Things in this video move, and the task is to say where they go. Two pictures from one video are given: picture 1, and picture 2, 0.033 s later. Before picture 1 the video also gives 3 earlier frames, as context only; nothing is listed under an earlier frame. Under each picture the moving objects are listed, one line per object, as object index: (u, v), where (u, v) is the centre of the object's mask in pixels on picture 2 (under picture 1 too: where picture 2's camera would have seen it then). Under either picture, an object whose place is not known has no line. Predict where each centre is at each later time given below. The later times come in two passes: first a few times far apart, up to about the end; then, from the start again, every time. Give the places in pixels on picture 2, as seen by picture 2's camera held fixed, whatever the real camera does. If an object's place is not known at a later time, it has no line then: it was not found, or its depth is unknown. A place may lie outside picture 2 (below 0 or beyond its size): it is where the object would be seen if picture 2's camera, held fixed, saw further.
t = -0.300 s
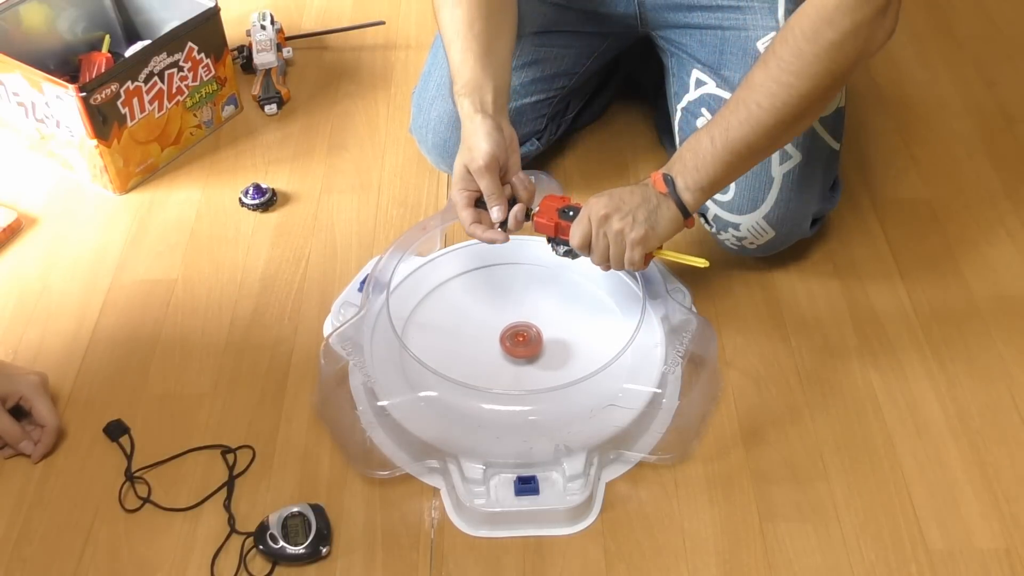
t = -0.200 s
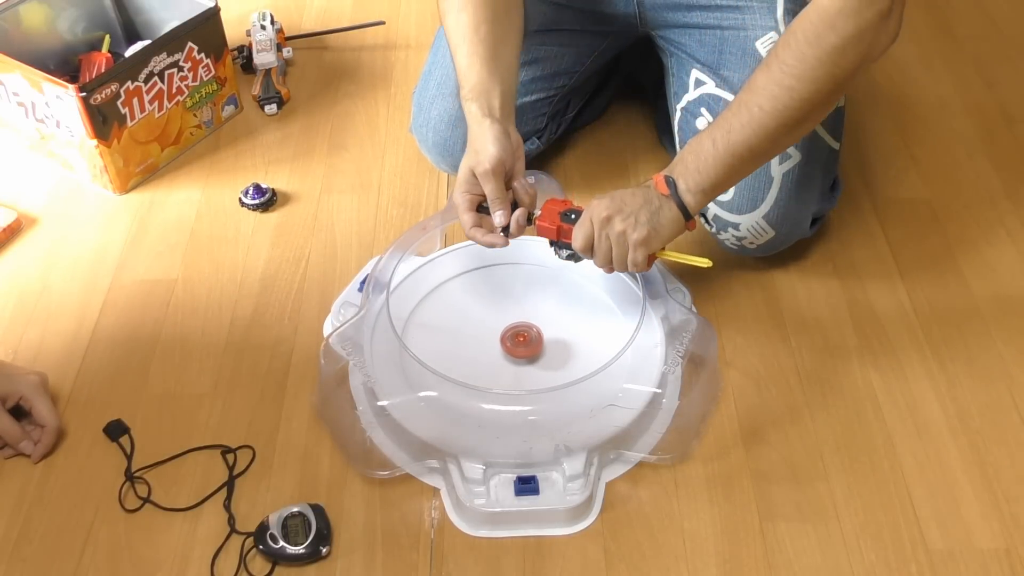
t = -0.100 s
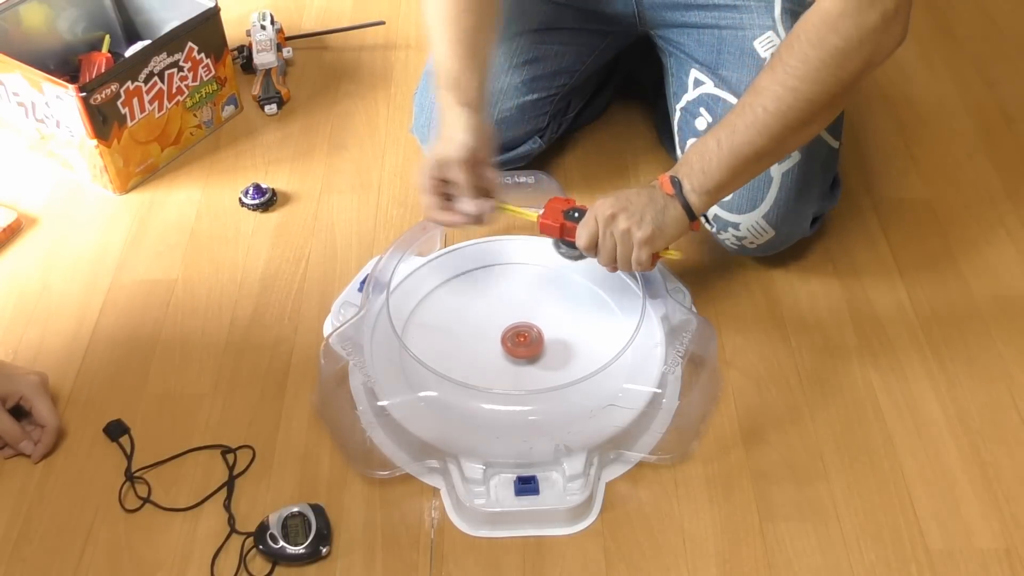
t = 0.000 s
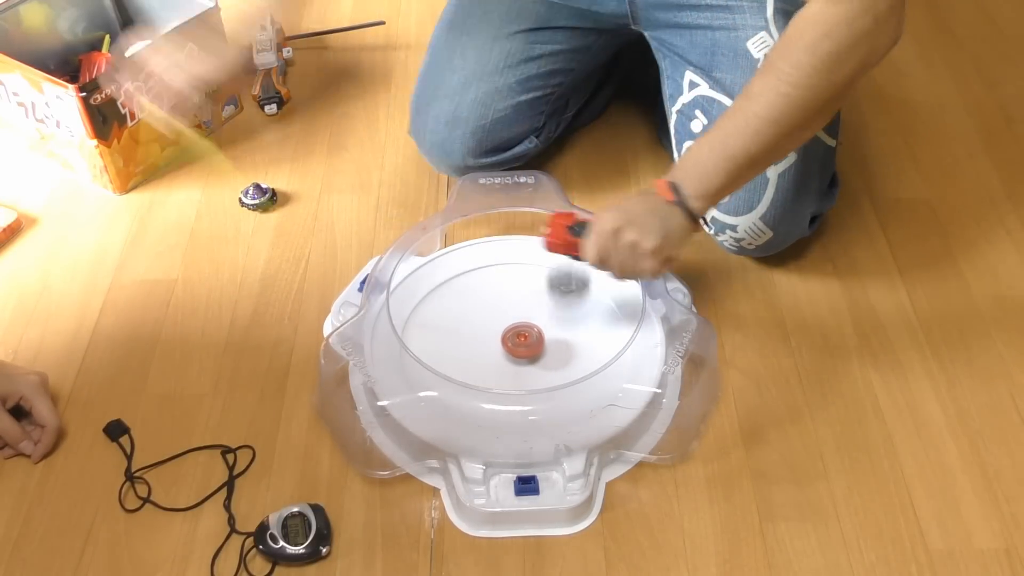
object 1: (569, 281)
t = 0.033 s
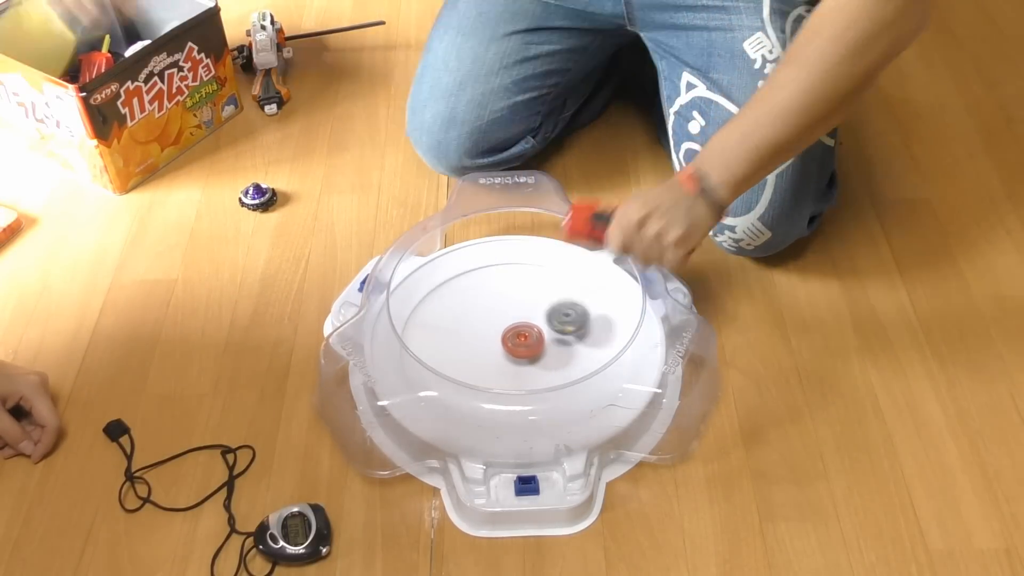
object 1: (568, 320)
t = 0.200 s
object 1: (525, 382)
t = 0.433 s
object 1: (536, 409)
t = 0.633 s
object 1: (597, 351)
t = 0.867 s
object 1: (508, 265)
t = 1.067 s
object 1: (409, 321)
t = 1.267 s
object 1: (489, 417)
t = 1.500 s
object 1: (624, 344)
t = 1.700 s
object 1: (545, 255)
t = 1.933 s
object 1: (410, 324)
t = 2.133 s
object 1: (485, 411)
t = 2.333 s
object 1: (612, 360)
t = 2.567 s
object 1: (551, 259)
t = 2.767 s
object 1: (429, 290)
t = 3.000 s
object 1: (463, 391)
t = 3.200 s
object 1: (592, 386)
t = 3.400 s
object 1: (614, 297)
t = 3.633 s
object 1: (497, 264)
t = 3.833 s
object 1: (434, 334)
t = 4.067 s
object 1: (509, 412)
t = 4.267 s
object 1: (609, 379)
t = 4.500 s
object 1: (592, 290)
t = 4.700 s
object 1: (489, 281)
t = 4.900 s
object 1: (421, 336)
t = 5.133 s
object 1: (473, 415)
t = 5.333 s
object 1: (579, 397)
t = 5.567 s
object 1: (589, 305)
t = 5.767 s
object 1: (507, 265)
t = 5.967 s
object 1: (422, 293)
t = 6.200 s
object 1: (439, 377)
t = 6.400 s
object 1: (537, 398)
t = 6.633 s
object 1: (609, 330)
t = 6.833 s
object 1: (573, 269)
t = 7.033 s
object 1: (487, 270)
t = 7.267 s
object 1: (440, 341)
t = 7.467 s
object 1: (490, 398)
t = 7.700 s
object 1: (591, 389)
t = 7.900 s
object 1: (608, 325)
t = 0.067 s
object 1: (557, 318)
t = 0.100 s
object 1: (546, 325)
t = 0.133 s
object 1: (539, 344)
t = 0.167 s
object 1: (530, 362)
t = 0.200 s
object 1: (525, 382)
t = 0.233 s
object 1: (523, 387)
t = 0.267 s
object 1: (519, 397)
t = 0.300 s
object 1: (518, 403)
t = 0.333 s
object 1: (518, 407)
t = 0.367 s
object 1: (522, 410)
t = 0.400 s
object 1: (528, 410)
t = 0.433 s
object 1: (536, 409)
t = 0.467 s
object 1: (546, 407)
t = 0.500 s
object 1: (558, 401)
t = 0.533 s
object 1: (572, 394)
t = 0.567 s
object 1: (583, 383)
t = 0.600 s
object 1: (592, 369)
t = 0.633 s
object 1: (597, 351)
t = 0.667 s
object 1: (596, 335)
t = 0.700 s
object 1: (590, 320)
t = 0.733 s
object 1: (579, 304)
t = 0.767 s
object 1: (565, 291)
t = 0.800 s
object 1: (548, 280)
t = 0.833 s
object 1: (529, 272)
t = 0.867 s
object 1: (508, 265)
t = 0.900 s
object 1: (486, 263)
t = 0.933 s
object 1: (464, 264)
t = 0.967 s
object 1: (445, 274)
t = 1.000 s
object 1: (429, 286)
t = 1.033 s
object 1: (414, 303)
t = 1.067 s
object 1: (409, 321)
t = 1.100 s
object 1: (405, 340)
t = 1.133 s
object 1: (410, 362)
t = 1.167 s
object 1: (422, 381)
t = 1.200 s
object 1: (439, 397)
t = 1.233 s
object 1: (463, 410)
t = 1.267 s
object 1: (489, 417)
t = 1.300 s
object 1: (516, 419)
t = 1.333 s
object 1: (543, 417)
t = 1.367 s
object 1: (570, 410)
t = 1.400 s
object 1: (591, 396)
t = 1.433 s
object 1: (606, 381)
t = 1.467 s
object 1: (617, 363)
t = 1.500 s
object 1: (624, 344)
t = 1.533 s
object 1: (623, 325)
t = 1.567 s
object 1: (619, 306)
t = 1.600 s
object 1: (607, 288)
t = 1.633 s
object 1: (592, 273)
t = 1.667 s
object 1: (571, 264)
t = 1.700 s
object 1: (545, 255)
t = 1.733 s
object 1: (519, 253)
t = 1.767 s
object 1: (493, 255)
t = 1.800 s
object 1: (468, 264)
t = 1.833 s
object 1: (445, 273)
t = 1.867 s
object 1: (427, 288)
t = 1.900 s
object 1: (414, 307)
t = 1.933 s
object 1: (410, 324)
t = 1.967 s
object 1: (406, 343)
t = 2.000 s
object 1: (411, 362)
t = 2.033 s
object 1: (423, 379)
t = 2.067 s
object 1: (439, 393)
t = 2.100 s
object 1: (461, 405)
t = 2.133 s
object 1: (485, 411)
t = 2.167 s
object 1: (511, 413)
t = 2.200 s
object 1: (536, 410)
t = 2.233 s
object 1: (561, 402)
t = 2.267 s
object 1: (582, 391)
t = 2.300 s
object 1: (598, 377)
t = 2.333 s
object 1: (612, 360)
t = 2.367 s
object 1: (620, 340)
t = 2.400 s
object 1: (622, 322)
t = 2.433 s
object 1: (621, 303)
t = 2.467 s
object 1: (607, 289)
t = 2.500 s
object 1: (591, 276)
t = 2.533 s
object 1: (573, 265)
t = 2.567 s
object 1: (551, 259)
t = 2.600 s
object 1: (529, 254)
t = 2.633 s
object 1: (506, 256)
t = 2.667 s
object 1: (483, 258)
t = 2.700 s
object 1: (462, 266)
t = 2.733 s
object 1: (443, 276)
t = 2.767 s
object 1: (429, 290)
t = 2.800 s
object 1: (420, 305)
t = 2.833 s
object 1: (415, 320)
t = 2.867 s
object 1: (415, 335)
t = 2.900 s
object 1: (420, 352)
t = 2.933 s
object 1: (430, 367)
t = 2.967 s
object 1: (444, 379)
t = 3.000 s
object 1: (463, 391)
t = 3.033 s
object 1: (484, 399)
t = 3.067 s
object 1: (508, 403)
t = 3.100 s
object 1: (530, 404)
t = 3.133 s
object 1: (552, 402)
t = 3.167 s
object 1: (574, 396)
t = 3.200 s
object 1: (592, 386)
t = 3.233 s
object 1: (608, 373)
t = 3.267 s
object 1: (621, 360)
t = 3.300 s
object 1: (629, 343)
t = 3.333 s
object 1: (625, 328)
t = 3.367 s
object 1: (621, 312)
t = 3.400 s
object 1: (614, 297)
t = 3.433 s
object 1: (602, 286)
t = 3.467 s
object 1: (588, 275)
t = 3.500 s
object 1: (572, 266)
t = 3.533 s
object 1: (555, 261)
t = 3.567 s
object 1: (535, 258)
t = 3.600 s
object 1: (516, 259)
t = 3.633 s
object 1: (497, 264)
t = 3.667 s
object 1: (480, 271)
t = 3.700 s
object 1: (464, 281)
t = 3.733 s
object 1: (451, 293)
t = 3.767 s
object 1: (442, 306)
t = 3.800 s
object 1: (436, 319)
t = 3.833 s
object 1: (434, 334)
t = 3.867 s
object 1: (436, 347)
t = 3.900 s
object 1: (440, 361)
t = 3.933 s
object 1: (448, 374)
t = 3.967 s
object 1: (460, 387)
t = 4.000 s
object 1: (474, 398)
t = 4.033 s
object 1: (490, 406)
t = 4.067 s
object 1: (509, 412)
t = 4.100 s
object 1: (527, 415)
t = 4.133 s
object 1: (547, 414)
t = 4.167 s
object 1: (568, 410)
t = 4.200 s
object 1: (586, 403)
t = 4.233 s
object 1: (598, 392)
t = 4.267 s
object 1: (609, 379)
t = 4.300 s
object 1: (618, 365)
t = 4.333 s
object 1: (624, 351)
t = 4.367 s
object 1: (625, 336)
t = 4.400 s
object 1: (620, 322)
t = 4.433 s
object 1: (615, 310)
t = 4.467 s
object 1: (604, 299)
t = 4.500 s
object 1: (592, 290)
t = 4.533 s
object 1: (576, 282)
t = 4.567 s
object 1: (559, 277)
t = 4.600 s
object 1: (542, 274)
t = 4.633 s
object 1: (523, 274)
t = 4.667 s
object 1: (506, 277)
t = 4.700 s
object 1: (489, 281)
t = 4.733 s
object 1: (473, 288)
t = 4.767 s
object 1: (458, 295)
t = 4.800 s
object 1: (444, 304)
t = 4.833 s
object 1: (434, 313)
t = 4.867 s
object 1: (425, 325)
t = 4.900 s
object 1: (421, 336)
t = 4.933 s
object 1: (417, 348)
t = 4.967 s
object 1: (417, 363)
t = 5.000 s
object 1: (422, 374)
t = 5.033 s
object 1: (430, 387)
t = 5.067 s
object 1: (442, 398)
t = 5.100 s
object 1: (456, 408)
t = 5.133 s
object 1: (473, 415)
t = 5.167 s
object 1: (491, 419)
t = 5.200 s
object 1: (512, 419)
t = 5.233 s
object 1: (530, 418)
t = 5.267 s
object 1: (548, 414)
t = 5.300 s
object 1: (565, 406)
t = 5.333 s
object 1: (579, 397)
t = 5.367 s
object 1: (590, 385)
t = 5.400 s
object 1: (597, 373)
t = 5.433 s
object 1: (602, 358)
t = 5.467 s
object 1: (603, 343)
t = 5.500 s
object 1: (601, 330)
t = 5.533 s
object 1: (597, 317)
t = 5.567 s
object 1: (589, 305)
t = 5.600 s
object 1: (580, 295)
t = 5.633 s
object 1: (568, 285)
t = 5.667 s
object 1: (555, 278)
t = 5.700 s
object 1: (540, 272)
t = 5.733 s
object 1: (524, 267)
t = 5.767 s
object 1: (507, 265)
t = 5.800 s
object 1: (491, 264)
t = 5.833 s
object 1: (475, 267)
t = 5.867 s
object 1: (460, 270)
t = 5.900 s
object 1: (445, 277)
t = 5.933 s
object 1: (432, 284)
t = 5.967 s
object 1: (422, 293)
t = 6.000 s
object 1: (415, 307)
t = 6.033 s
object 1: (412, 318)
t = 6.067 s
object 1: (410, 331)
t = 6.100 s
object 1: (412, 345)
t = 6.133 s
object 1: (418, 357)
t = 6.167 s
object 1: (427, 368)
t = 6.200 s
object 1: (439, 377)
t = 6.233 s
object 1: (453, 385)
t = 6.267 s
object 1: (469, 392)
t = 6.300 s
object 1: (486, 397)
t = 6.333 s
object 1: (503, 399)
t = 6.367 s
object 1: (520, 399)
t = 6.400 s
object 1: (537, 398)
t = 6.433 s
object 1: (555, 394)
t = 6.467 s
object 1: (570, 387)
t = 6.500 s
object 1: (582, 379)
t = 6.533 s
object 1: (593, 369)
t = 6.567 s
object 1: (601, 356)
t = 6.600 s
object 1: (606, 342)
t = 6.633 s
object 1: (609, 330)
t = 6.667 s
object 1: (610, 319)
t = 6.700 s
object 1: (607, 307)
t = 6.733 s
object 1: (602, 296)
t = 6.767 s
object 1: (594, 286)
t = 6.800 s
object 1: (585, 277)
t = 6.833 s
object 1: (573, 269)
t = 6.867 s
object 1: (560, 264)
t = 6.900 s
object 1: (545, 262)
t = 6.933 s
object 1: (531, 261)
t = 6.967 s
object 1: (515, 262)
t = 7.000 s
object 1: (501, 264)
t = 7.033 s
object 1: (487, 270)
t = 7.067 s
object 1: (474, 276)
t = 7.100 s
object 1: (463, 286)
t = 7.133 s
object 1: (453, 296)
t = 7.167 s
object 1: (446, 307)
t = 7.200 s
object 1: (442, 318)
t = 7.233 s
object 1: (440, 330)
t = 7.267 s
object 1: (440, 341)
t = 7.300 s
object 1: (444, 352)
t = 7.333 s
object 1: (448, 363)
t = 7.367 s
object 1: (456, 373)
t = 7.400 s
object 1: (466, 384)
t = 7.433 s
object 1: (477, 392)
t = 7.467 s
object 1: (490, 398)
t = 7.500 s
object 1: (504, 404)
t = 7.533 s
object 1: (518, 408)
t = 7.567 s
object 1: (534, 408)
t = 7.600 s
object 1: (549, 407)
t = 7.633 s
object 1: (565, 403)
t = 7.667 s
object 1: (579, 398)
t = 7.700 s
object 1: (591, 389)
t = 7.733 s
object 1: (600, 381)
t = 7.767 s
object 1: (607, 370)
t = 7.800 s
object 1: (612, 359)
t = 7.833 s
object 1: (613, 347)
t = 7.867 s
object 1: (611, 335)
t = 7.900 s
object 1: (608, 325)
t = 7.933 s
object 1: (601, 316)
